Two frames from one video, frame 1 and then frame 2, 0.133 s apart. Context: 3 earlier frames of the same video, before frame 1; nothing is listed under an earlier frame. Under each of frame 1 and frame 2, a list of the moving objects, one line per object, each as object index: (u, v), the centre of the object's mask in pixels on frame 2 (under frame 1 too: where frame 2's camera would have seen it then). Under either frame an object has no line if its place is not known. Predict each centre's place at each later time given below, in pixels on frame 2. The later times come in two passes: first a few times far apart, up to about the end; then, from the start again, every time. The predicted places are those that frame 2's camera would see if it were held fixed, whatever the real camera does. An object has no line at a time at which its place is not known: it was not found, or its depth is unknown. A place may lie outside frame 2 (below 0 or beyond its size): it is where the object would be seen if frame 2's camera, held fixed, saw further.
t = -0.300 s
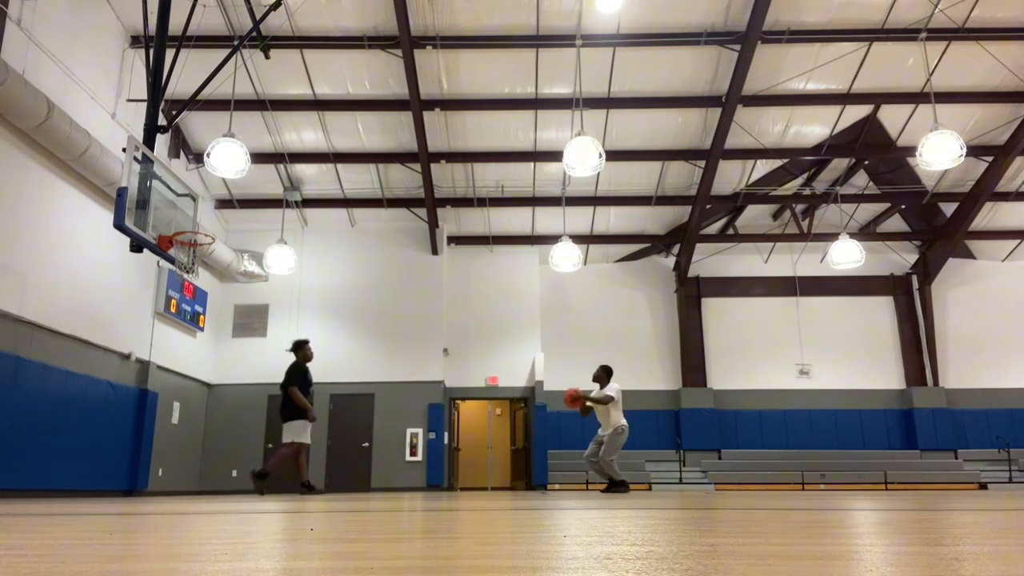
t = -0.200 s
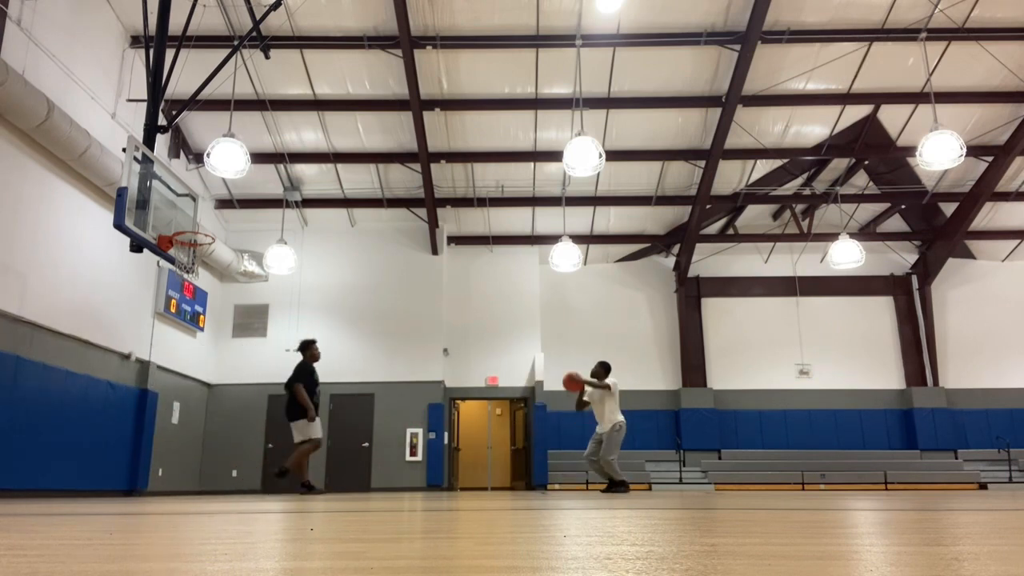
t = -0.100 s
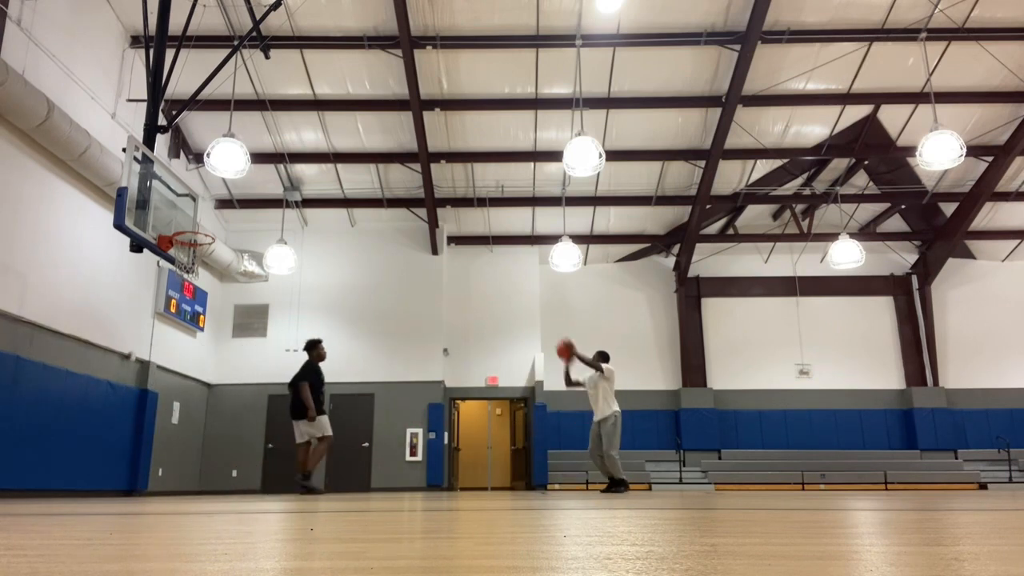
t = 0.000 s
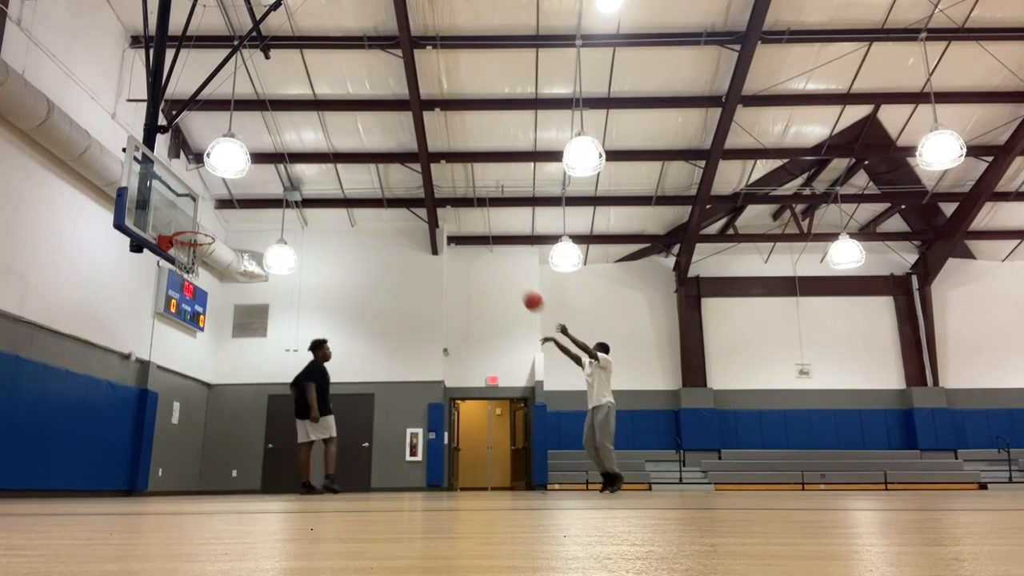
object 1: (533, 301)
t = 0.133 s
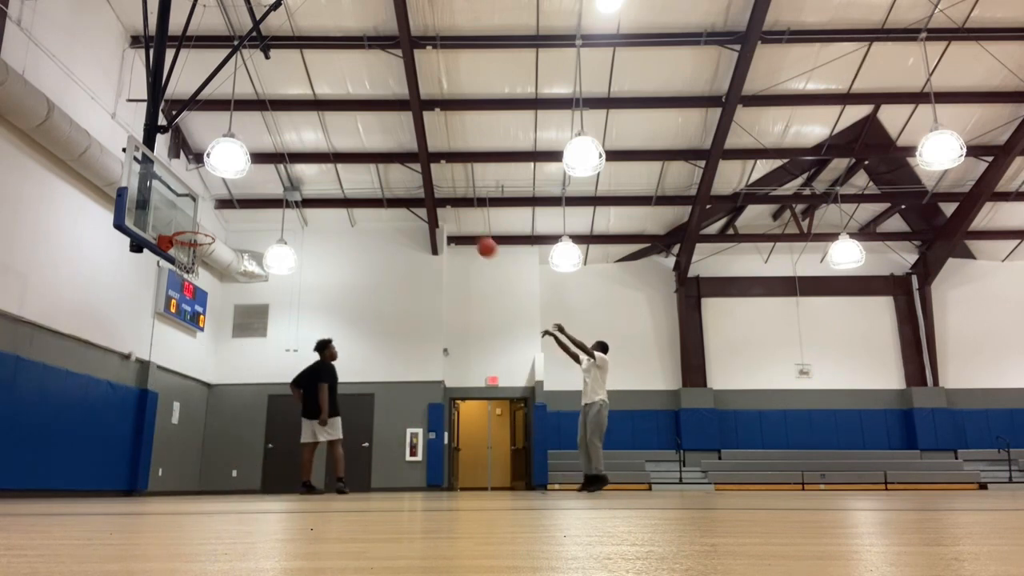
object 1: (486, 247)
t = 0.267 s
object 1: (442, 209)
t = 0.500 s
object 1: (369, 176)
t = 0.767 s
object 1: (286, 185)
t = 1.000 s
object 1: (211, 233)
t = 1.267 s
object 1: (192, 215)
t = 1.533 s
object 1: (210, 229)
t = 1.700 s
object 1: (222, 263)
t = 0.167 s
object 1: (476, 237)
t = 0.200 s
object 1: (464, 227)
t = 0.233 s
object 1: (453, 218)
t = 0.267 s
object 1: (442, 209)
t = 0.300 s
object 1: (433, 202)
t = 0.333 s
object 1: (422, 197)
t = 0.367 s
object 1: (411, 190)
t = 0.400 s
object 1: (400, 185)
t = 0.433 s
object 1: (390, 182)
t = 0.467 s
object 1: (379, 178)
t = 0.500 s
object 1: (369, 176)
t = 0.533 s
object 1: (359, 175)
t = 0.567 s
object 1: (349, 174)
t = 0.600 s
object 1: (338, 174)
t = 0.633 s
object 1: (328, 175)
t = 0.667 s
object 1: (317, 176)
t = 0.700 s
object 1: (306, 178)
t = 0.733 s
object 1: (297, 182)
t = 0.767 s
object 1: (286, 185)
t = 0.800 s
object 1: (275, 190)
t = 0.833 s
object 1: (265, 195)
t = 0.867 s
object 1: (254, 201)
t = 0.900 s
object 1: (243, 208)
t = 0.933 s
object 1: (233, 215)
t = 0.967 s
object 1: (222, 224)
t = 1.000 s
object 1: (211, 233)
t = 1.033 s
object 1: (207, 233)
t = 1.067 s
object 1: (205, 228)
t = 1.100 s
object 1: (203, 224)
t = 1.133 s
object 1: (201, 221)
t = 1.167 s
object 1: (198, 218)
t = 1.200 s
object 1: (196, 216)
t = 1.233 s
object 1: (194, 215)
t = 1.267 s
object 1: (192, 215)
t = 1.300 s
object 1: (190, 216)
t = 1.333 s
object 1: (192, 216)
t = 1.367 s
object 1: (195, 216)
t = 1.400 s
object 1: (199, 217)
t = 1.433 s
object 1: (202, 219)
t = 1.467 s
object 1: (204, 222)
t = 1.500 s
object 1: (207, 225)
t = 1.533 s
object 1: (210, 229)
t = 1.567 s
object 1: (213, 235)
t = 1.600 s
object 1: (215, 240)
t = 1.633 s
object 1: (218, 247)
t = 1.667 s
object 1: (220, 255)
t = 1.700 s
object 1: (222, 263)
